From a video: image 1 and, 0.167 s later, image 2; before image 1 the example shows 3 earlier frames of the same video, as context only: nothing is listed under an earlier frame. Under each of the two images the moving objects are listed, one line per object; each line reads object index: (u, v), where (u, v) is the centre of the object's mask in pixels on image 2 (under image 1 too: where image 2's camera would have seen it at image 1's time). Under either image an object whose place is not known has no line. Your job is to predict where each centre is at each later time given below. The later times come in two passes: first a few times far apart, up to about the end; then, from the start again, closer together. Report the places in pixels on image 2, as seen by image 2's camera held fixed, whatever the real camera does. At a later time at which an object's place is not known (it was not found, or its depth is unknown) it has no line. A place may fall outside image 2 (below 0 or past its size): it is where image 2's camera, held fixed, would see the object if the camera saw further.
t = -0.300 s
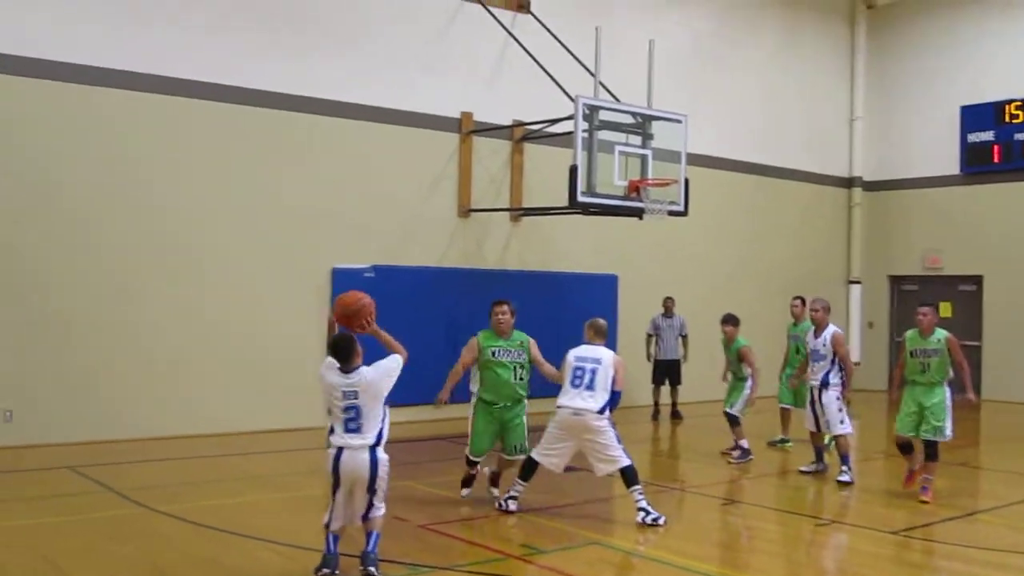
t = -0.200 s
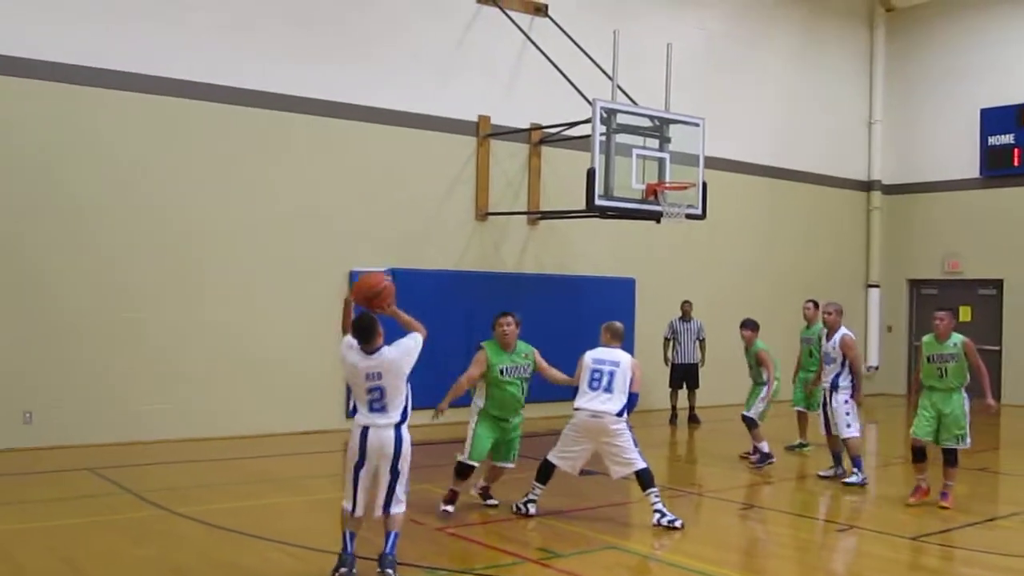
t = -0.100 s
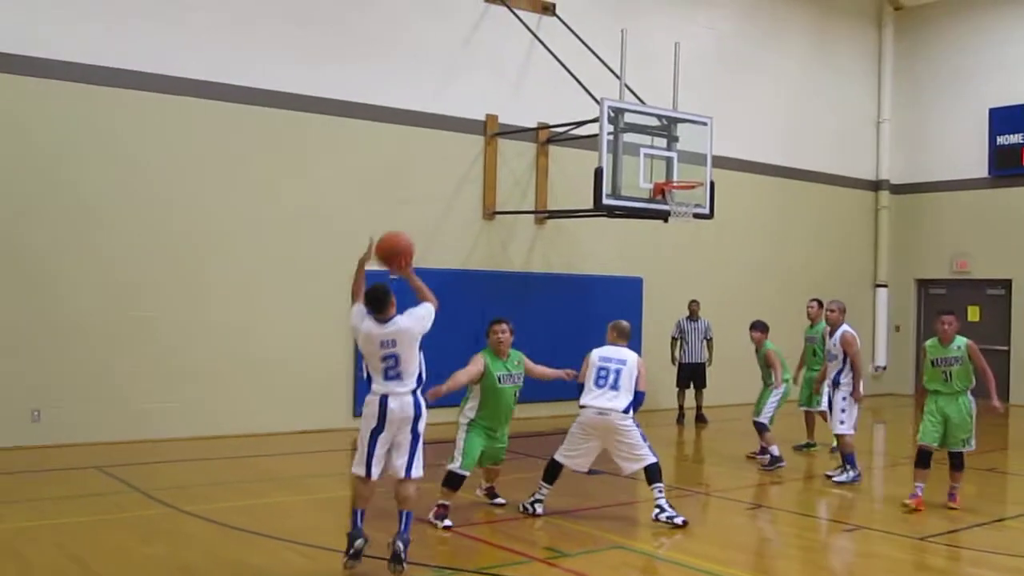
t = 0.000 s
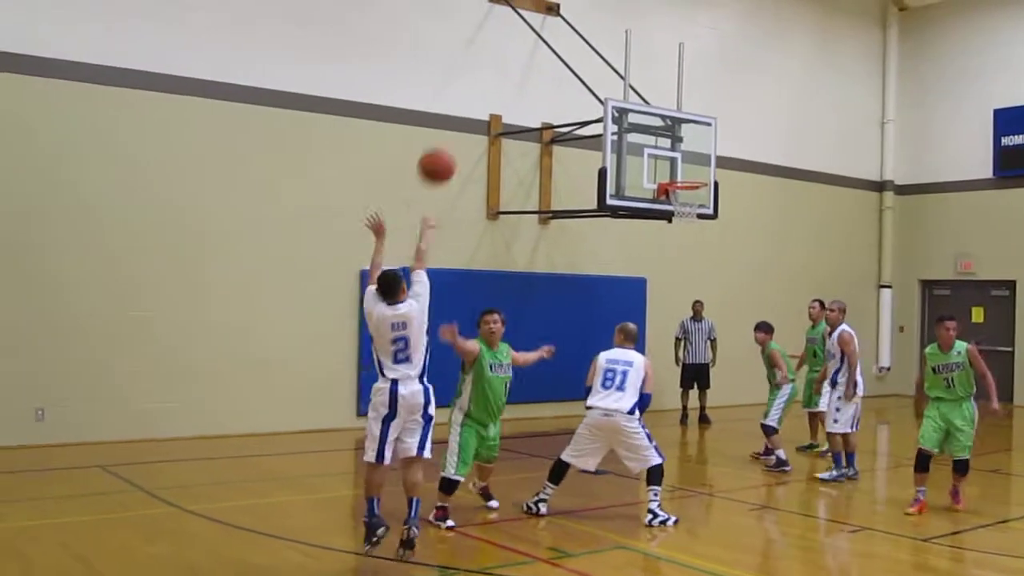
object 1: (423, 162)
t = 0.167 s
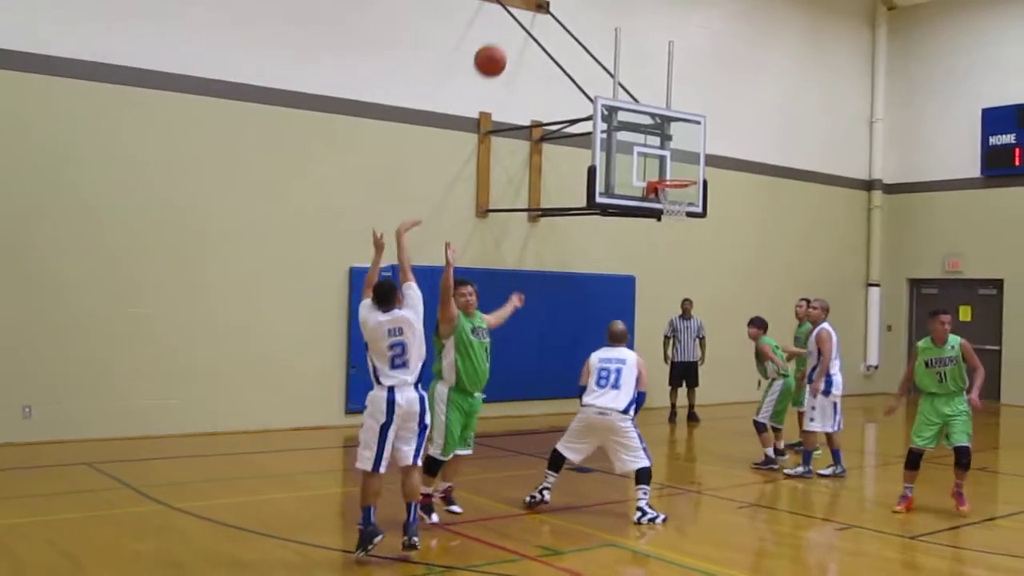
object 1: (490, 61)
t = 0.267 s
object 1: (522, 27)
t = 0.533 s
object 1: (590, 9)
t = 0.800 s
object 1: (638, 58)
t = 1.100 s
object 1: (678, 171)
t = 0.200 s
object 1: (501, 47)
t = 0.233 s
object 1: (511, 36)
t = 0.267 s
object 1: (522, 27)
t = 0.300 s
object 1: (532, 19)
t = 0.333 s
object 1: (541, 14)
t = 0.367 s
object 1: (550, 10)
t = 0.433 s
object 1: (567, 8)
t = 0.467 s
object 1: (575, 8)
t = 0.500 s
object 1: (583, 8)
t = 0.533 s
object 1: (590, 9)
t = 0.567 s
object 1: (596, 10)
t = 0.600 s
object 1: (603, 14)
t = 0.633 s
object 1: (610, 19)
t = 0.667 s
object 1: (616, 25)
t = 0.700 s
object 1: (622, 32)
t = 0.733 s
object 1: (627, 40)
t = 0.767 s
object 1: (633, 48)
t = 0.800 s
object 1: (638, 58)
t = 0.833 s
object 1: (643, 68)
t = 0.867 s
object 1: (648, 79)
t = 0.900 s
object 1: (653, 90)
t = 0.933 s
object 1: (658, 102)
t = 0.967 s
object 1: (662, 115)
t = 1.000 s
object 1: (666, 128)
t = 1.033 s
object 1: (670, 142)
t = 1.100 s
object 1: (678, 171)
